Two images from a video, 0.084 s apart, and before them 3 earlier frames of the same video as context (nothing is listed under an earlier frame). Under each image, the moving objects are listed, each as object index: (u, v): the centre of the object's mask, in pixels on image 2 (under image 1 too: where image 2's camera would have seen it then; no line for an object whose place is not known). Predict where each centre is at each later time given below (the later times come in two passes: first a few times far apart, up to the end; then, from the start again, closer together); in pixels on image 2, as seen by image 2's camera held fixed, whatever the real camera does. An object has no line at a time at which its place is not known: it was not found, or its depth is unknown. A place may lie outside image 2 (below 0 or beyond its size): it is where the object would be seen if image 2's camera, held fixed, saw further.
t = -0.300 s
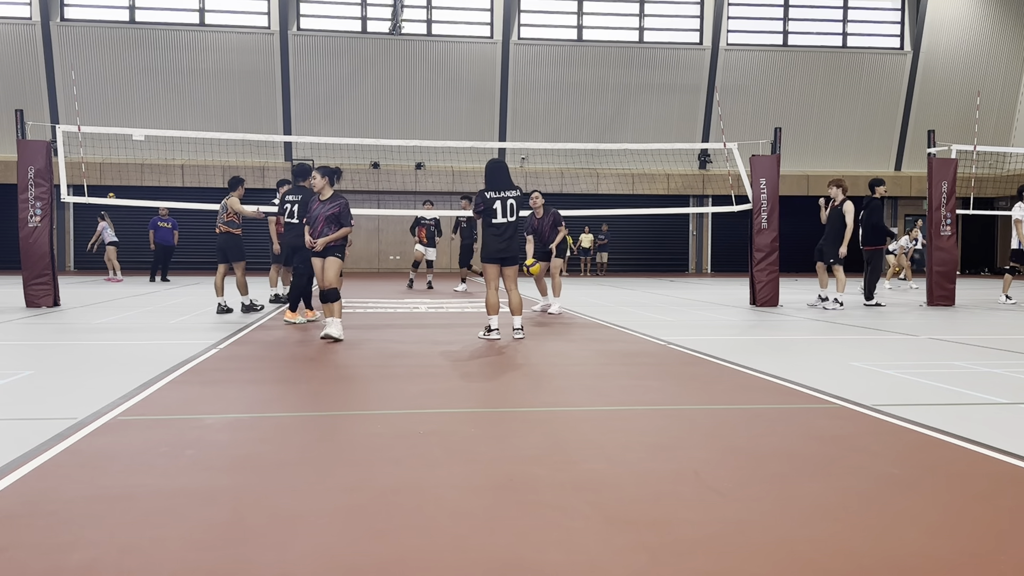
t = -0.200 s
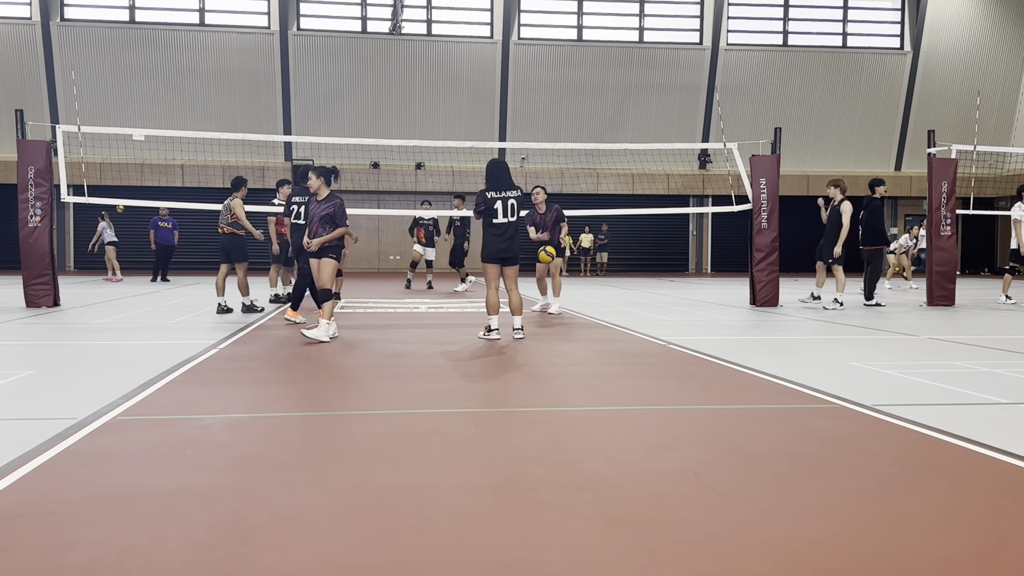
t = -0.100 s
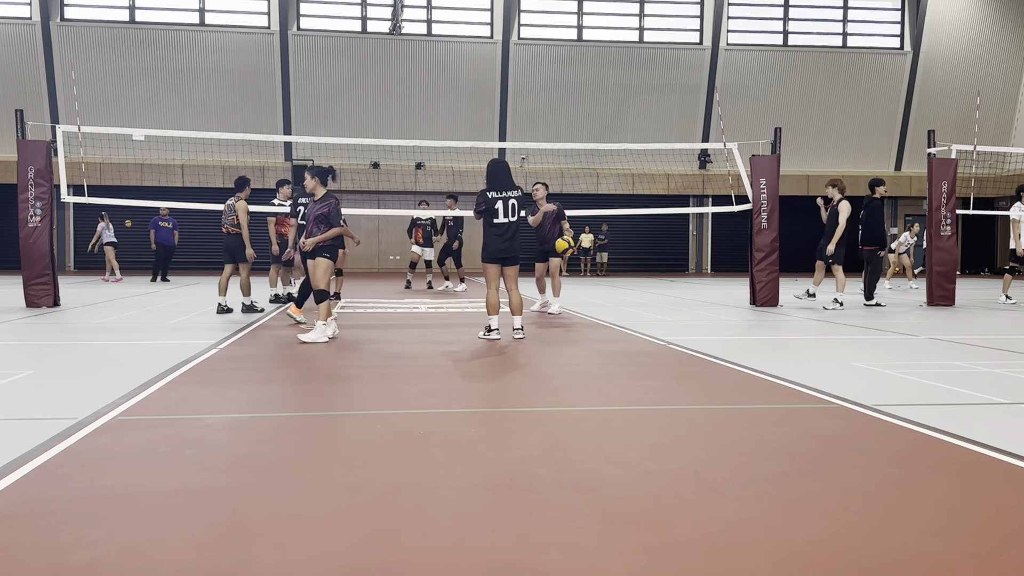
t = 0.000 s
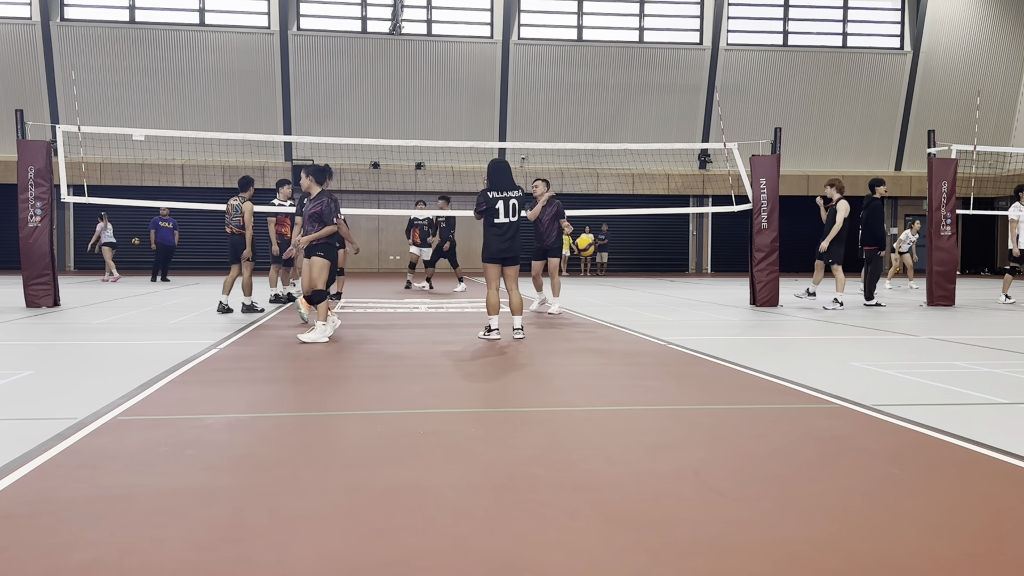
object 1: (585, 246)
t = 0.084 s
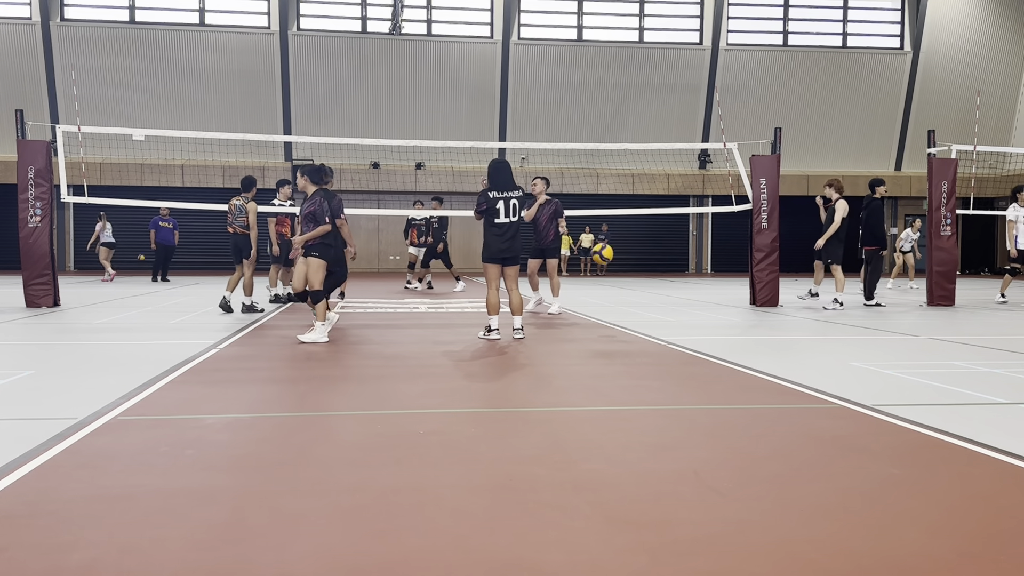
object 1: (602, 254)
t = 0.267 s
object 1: (648, 300)
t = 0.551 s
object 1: (721, 282)
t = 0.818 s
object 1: (803, 288)
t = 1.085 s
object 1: (913, 355)
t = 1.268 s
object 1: (1009, 322)
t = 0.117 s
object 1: (610, 258)
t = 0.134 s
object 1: (614, 262)
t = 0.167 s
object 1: (622, 269)
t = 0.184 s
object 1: (626, 273)
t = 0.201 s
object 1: (631, 277)
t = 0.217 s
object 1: (634, 282)
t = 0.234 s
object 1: (639, 288)
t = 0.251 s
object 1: (643, 294)
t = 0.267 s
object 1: (648, 300)
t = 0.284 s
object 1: (652, 307)
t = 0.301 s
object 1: (657, 314)
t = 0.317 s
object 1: (662, 322)
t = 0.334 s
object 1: (666, 330)
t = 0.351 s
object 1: (671, 334)
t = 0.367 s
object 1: (675, 328)
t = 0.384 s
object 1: (678, 323)
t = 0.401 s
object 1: (683, 318)
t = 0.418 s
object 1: (687, 312)
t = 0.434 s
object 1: (691, 308)
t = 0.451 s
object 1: (695, 303)
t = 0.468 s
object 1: (699, 299)
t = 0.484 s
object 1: (703, 295)
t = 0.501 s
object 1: (707, 291)
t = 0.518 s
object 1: (712, 288)
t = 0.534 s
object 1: (716, 284)
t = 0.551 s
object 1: (721, 282)
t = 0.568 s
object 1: (725, 279)
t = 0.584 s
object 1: (730, 277)
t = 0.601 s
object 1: (735, 275)
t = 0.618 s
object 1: (740, 274)
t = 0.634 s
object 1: (745, 273)
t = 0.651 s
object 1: (749, 272)
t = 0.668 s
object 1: (755, 272)
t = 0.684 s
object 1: (760, 272)
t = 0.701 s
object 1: (764, 273)
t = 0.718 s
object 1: (769, 274)
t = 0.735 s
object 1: (775, 275)
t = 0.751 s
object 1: (780, 276)
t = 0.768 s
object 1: (786, 279)
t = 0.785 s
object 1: (792, 281)
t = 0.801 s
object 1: (797, 284)
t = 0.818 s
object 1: (803, 288)
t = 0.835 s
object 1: (809, 292)
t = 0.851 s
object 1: (815, 297)
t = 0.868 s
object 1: (821, 302)
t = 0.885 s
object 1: (827, 308)
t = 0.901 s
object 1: (833, 315)
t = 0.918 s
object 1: (840, 321)
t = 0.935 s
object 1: (847, 329)
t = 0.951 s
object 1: (853, 337)
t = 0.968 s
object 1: (860, 345)
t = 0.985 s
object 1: (867, 355)
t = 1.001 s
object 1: (874, 365)
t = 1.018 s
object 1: (880, 375)
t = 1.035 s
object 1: (888, 372)
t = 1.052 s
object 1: (896, 366)
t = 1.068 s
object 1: (905, 360)
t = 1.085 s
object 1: (913, 355)
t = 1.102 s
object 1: (921, 350)
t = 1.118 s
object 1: (930, 345)
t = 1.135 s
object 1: (938, 340)
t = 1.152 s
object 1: (947, 337)
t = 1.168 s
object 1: (956, 333)
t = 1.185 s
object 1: (966, 330)
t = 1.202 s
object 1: (975, 327)
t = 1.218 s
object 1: (985, 325)
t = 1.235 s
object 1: (995, 324)
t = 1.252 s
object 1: (1004, 323)
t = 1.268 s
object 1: (1009, 322)
